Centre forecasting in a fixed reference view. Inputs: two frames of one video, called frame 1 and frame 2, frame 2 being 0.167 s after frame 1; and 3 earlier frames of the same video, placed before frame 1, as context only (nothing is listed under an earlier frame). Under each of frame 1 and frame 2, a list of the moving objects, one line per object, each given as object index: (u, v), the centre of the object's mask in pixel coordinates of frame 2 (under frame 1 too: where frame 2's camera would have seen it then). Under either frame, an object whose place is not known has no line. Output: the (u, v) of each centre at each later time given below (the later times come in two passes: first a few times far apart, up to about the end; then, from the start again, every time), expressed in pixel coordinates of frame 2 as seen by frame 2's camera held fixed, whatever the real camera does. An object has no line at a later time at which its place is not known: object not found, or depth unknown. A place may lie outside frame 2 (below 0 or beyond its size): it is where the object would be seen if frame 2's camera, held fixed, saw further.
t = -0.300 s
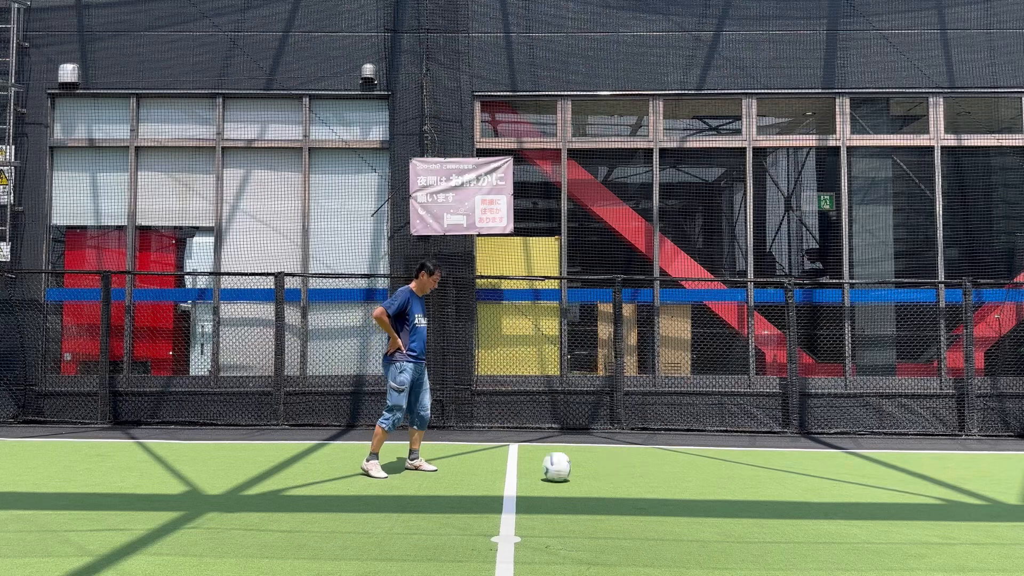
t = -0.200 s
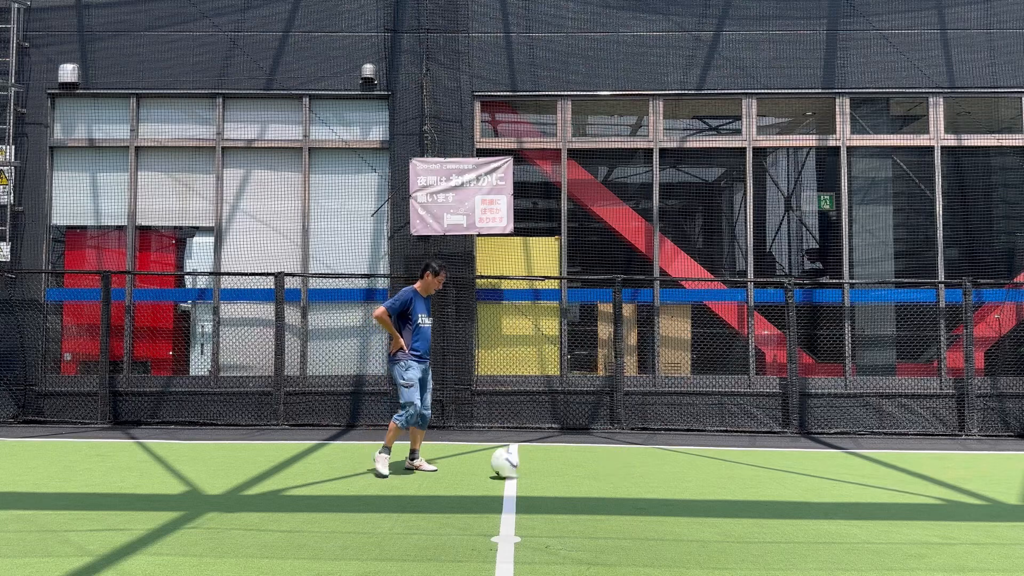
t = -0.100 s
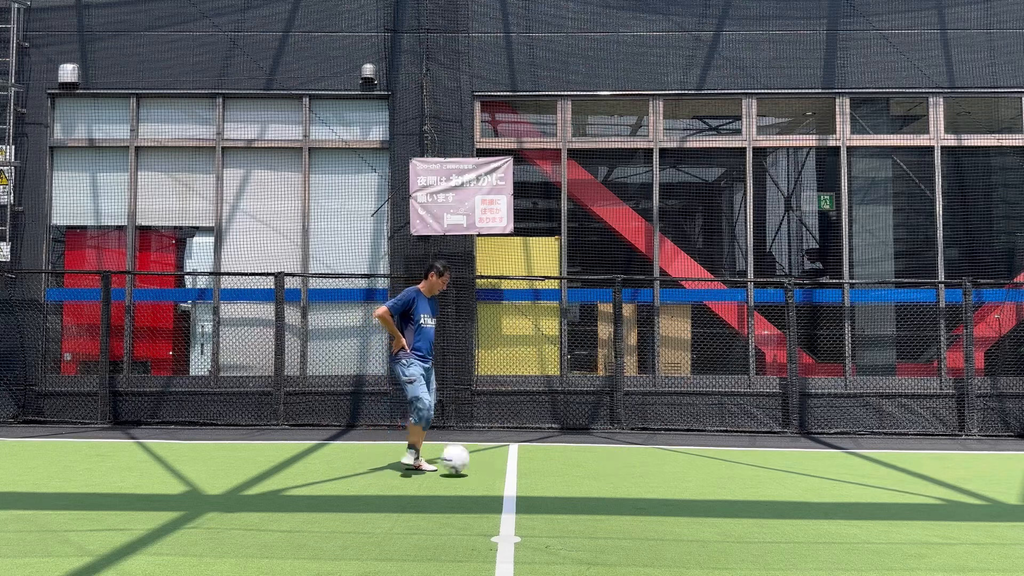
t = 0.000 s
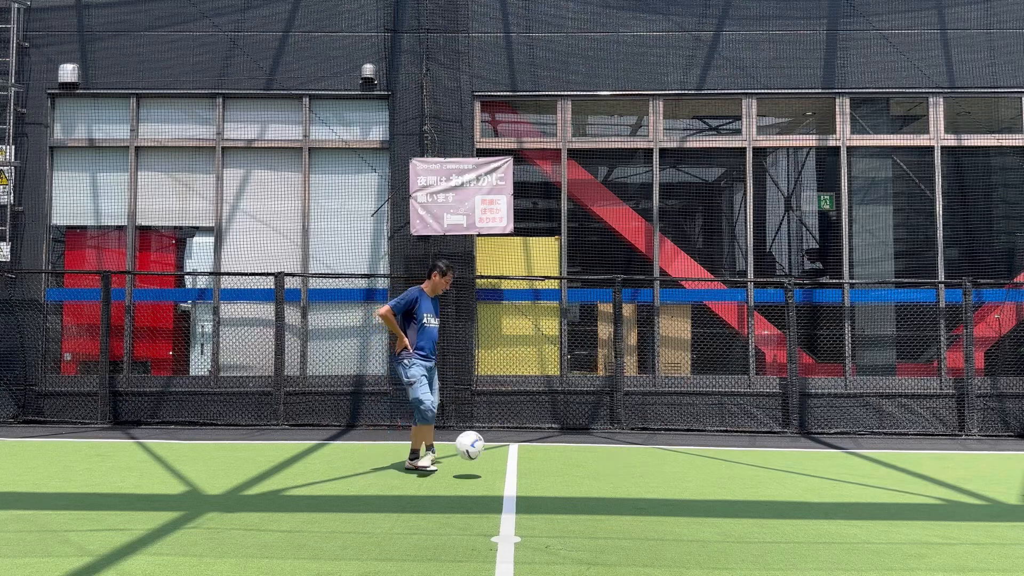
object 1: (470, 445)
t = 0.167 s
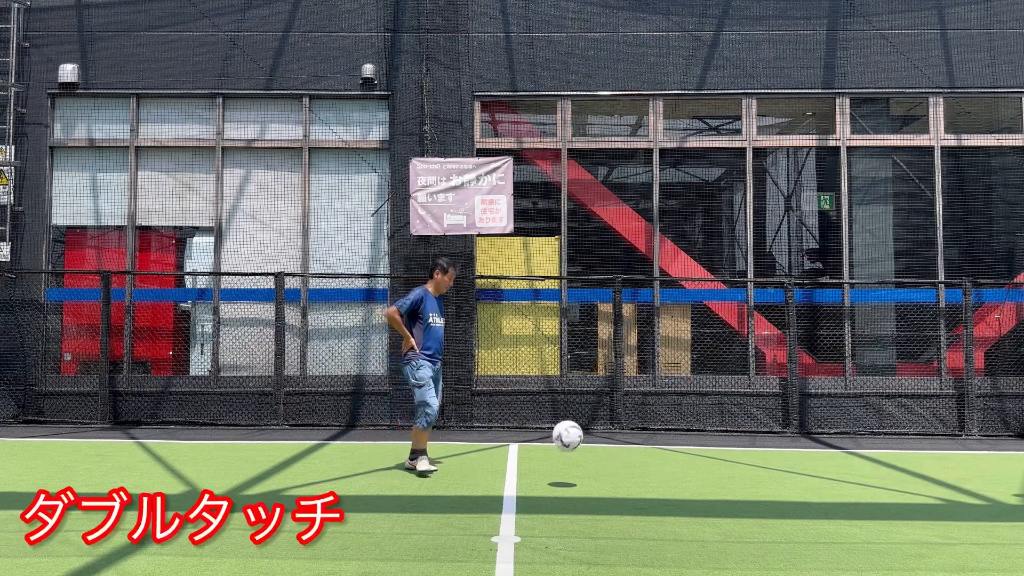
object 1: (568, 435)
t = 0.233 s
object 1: (610, 442)
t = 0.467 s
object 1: (751, 473)
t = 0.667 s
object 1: (843, 476)
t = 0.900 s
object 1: (956, 492)
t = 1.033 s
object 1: (1013, 506)
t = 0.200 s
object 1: (589, 438)
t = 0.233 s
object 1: (610, 442)
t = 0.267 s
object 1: (632, 448)
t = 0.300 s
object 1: (654, 456)
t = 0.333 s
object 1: (677, 465)
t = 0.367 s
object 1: (700, 476)
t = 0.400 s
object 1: (722, 486)
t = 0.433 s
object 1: (737, 479)
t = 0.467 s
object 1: (751, 473)
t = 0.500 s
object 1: (766, 470)
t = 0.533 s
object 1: (781, 467)
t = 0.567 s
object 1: (796, 467)
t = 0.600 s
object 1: (812, 469)
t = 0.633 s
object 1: (827, 471)
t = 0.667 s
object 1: (843, 476)
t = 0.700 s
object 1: (860, 482)
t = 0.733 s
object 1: (876, 491)
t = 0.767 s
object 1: (893, 501)
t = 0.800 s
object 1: (909, 502)
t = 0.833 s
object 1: (924, 497)
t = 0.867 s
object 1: (939, 493)
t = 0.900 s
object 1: (956, 492)
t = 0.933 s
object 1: (971, 493)
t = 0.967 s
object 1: (988, 496)
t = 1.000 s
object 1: (1004, 501)
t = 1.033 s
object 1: (1013, 506)
